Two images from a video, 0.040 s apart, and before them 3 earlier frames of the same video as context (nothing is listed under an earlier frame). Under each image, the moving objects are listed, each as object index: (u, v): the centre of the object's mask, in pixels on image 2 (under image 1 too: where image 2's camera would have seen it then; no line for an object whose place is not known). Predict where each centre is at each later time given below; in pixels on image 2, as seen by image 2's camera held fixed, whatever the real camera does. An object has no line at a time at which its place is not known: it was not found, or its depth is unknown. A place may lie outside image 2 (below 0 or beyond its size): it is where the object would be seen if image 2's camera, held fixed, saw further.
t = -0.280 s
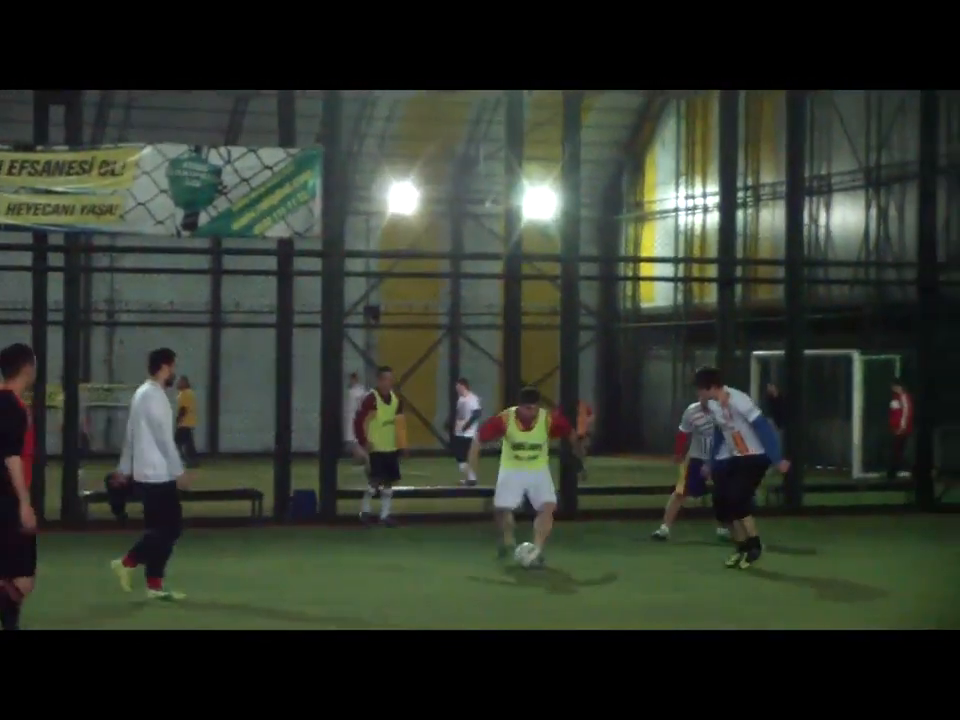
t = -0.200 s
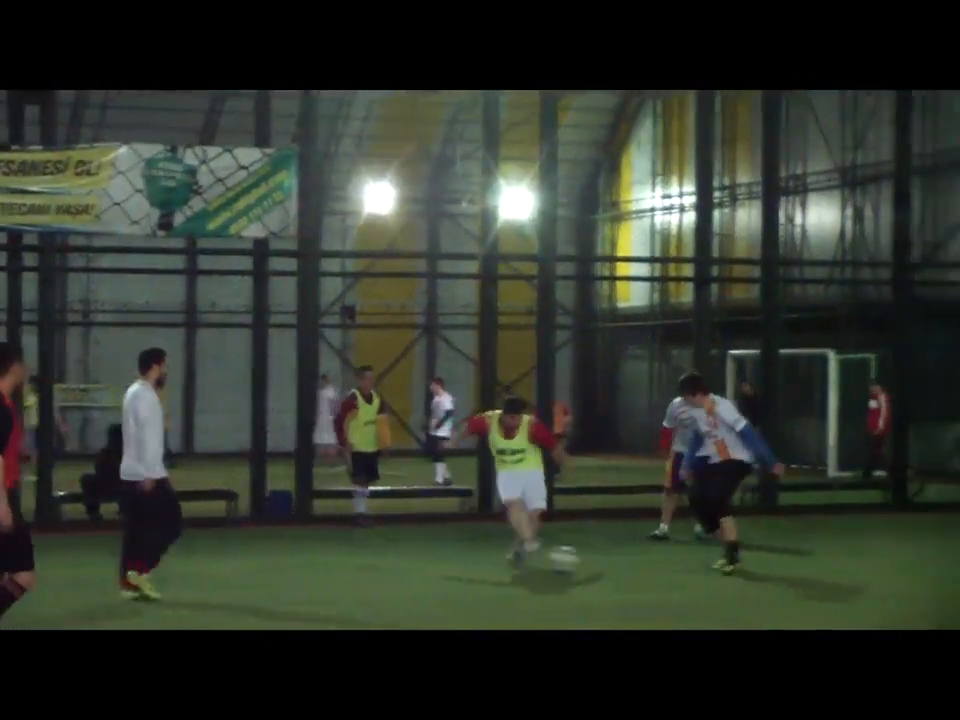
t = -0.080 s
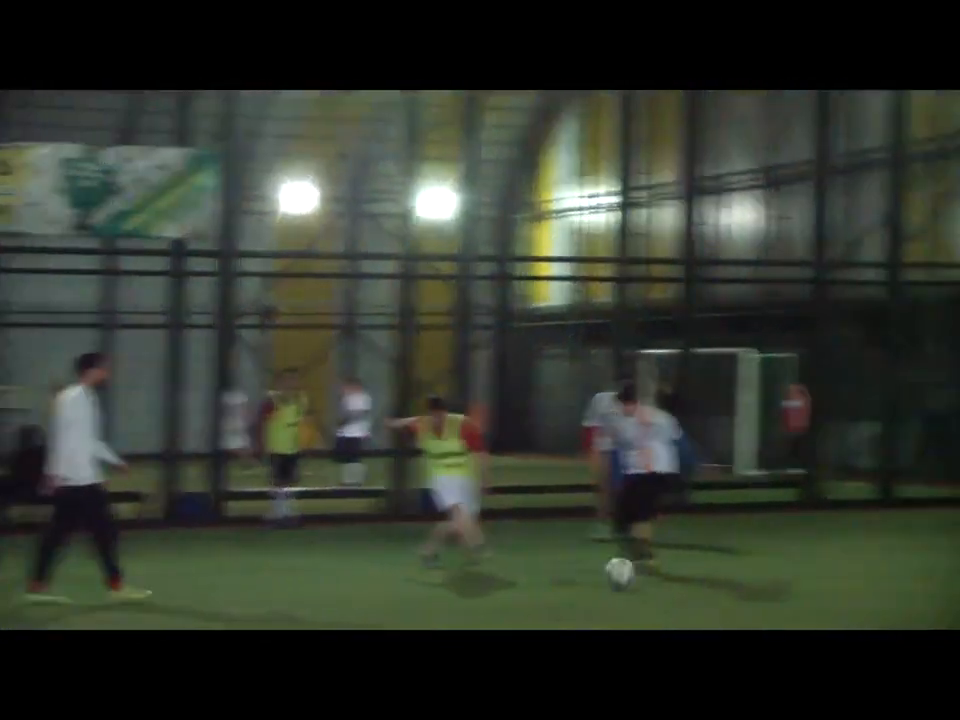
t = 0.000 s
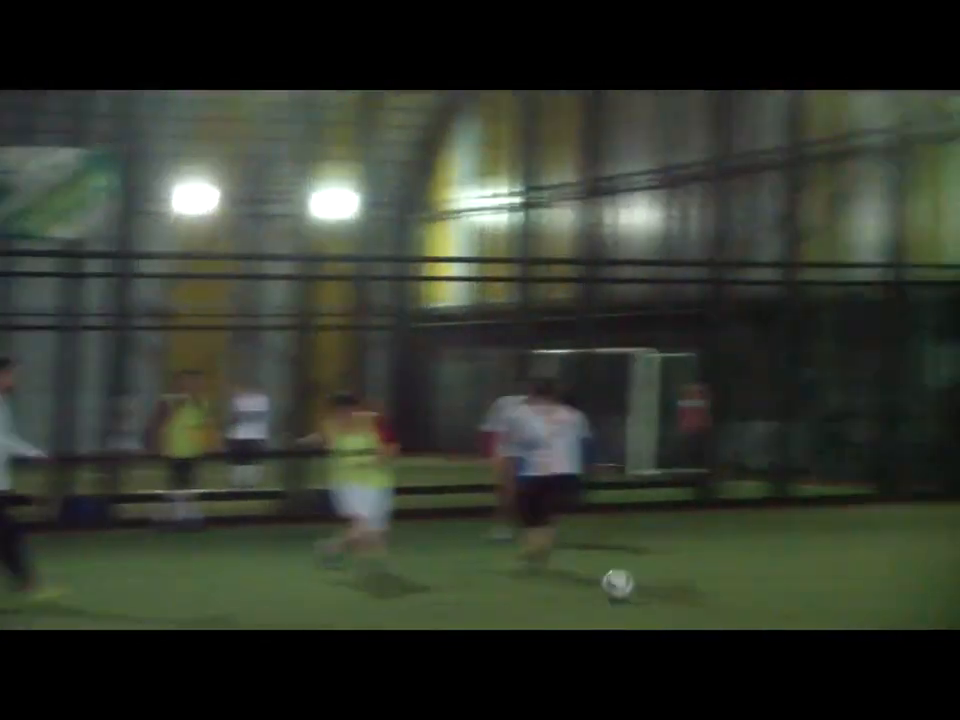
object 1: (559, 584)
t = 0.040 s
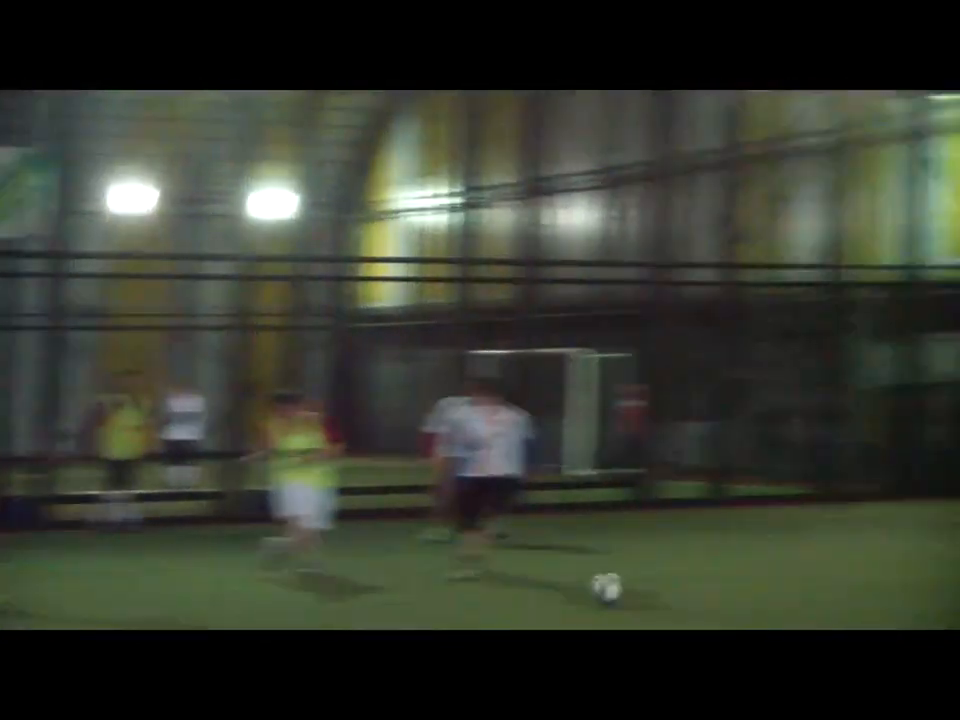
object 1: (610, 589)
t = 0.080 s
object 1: (655, 590)
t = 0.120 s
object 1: (708, 594)
